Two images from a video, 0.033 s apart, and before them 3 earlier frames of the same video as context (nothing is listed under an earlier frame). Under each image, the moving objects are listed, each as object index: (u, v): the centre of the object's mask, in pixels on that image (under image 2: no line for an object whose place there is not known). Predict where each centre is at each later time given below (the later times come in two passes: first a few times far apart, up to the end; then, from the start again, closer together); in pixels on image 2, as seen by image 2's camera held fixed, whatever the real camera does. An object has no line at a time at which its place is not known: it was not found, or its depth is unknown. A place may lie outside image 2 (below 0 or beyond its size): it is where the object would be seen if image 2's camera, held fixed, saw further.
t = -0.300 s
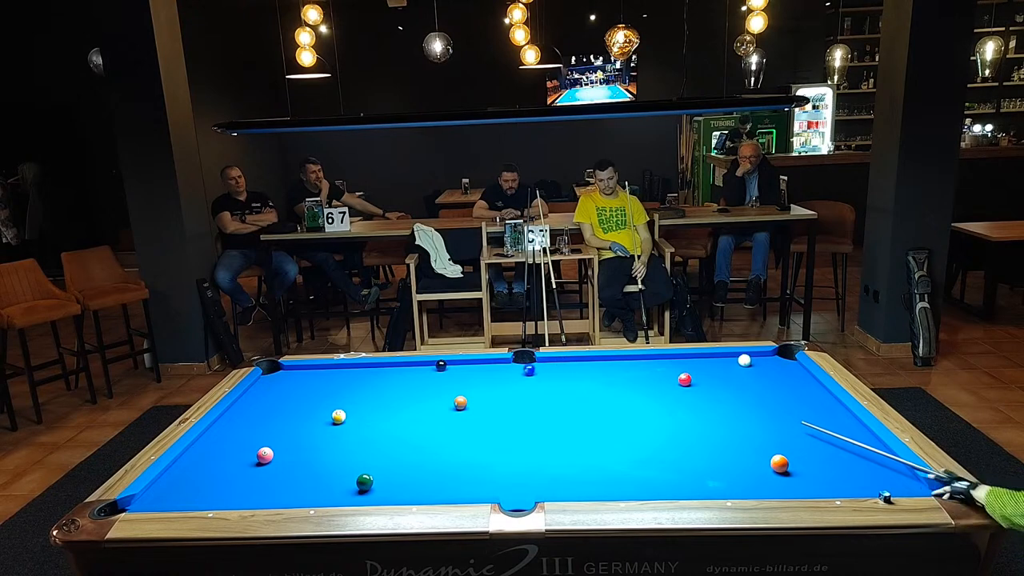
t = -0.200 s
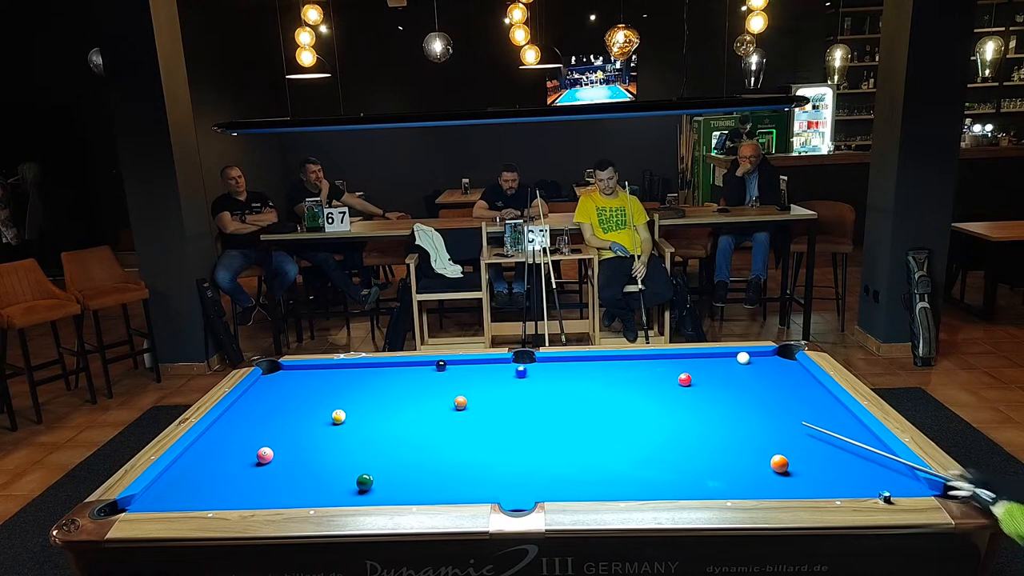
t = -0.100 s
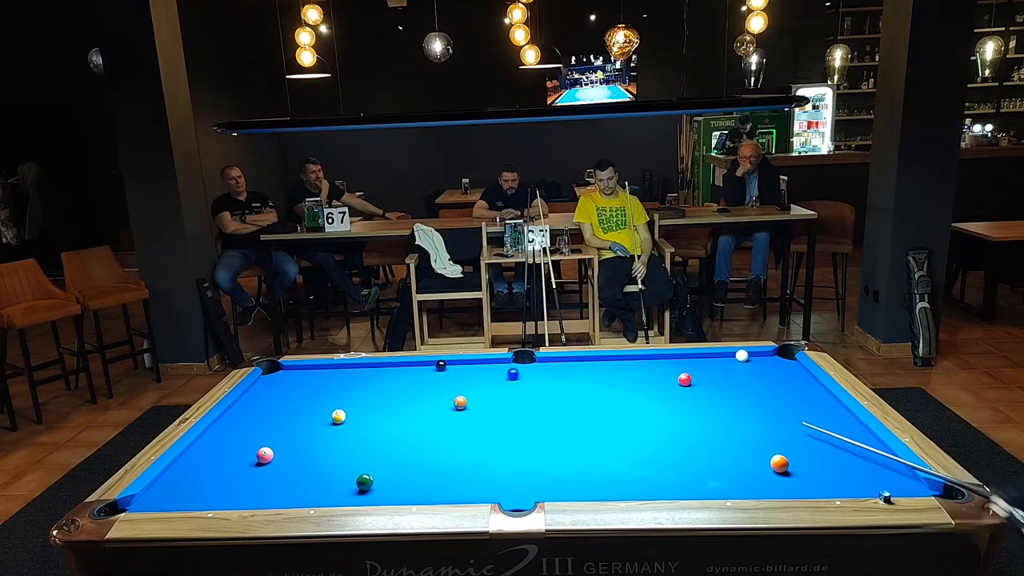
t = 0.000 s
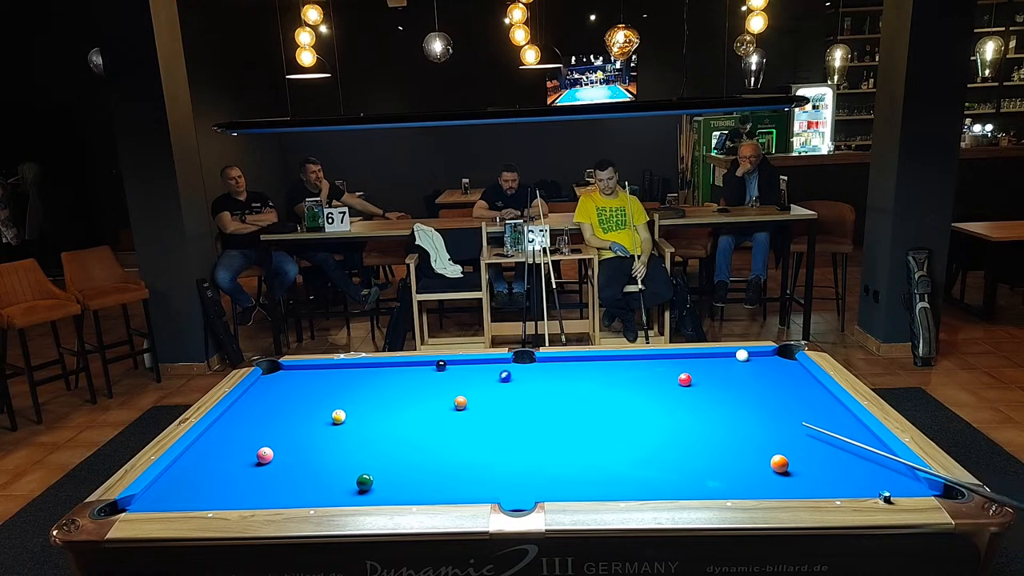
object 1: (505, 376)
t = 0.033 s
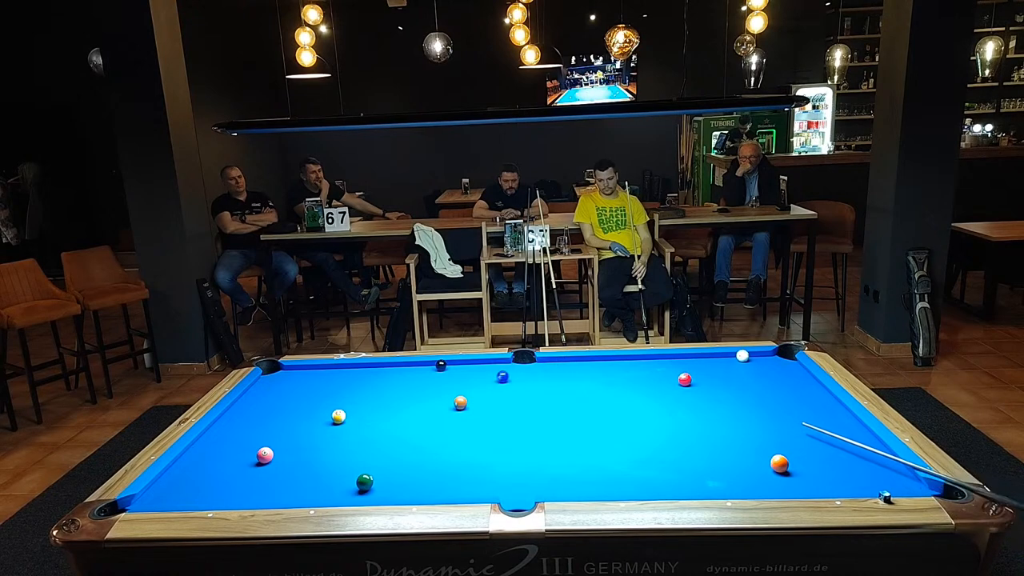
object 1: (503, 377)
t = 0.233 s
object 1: (487, 381)
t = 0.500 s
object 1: (466, 386)
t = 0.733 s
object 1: (449, 391)
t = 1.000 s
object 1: (430, 396)
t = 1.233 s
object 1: (414, 401)
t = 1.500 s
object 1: (395, 406)
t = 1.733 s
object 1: (380, 410)
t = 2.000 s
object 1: (364, 415)
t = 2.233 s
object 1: (351, 418)
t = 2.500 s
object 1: (344, 423)
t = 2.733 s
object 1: (338, 426)
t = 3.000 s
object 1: (332, 430)
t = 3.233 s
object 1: (328, 432)
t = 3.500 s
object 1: (324, 434)
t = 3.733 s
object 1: (321, 436)
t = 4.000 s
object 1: (319, 437)
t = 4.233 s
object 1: (318, 438)
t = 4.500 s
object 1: (318, 438)
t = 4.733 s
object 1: (318, 438)
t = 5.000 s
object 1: (318, 438)
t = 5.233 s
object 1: (318, 438)
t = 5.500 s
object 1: (318, 438)
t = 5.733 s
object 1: (318, 438)
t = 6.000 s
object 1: (318, 438)
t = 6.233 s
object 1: (318, 438)
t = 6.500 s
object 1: (318, 438)
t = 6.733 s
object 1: (318, 438)
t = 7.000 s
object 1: (318, 438)
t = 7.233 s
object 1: (318, 438)
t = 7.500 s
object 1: (318, 438)
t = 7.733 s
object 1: (318, 438)
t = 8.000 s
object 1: (318, 438)
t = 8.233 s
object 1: (318, 438)
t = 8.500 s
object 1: (318, 438)
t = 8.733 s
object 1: (318, 438)
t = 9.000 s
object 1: (318, 438)
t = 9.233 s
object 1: (318, 438)
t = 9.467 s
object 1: (318, 438)
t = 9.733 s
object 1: (318, 438)
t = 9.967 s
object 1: (318, 438)
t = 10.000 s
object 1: (318, 438)
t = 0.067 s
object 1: (500, 377)
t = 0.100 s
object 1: (497, 378)
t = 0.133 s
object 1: (495, 378)
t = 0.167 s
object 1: (492, 379)
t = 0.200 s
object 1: (489, 380)
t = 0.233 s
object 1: (487, 381)
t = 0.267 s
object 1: (484, 381)
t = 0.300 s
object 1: (482, 382)
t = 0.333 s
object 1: (479, 383)
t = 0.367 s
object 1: (476, 384)
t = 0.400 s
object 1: (474, 384)
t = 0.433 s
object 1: (472, 385)
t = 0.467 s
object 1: (469, 386)
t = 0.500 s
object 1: (466, 386)
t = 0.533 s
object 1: (464, 387)
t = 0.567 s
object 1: (461, 388)
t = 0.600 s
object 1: (459, 388)
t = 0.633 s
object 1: (456, 389)
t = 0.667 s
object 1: (454, 390)
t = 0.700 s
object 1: (452, 390)
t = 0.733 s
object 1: (449, 391)
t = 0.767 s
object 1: (447, 392)
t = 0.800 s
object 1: (444, 393)
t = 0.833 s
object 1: (442, 393)
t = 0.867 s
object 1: (439, 394)
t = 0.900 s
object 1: (437, 394)
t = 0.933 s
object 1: (434, 395)
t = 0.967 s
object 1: (432, 396)
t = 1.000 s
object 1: (430, 396)
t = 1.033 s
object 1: (427, 397)
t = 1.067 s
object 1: (425, 398)
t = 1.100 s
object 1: (423, 398)
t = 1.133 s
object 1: (420, 399)
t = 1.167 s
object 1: (418, 400)
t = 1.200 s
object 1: (416, 400)
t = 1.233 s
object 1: (414, 401)
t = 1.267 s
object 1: (411, 401)
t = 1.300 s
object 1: (409, 402)
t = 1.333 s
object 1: (406, 403)
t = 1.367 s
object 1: (404, 403)
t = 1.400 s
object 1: (402, 404)
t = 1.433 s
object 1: (400, 405)
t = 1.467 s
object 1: (398, 405)
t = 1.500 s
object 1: (395, 406)
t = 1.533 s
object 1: (393, 407)
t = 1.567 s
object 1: (391, 407)
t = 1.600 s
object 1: (389, 408)
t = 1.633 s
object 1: (387, 408)
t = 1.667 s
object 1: (385, 409)
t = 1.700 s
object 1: (383, 409)
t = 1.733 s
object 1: (380, 410)
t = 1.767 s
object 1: (378, 411)
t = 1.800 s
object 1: (376, 411)
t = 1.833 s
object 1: (374, 411)
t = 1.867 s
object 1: (372, 412)
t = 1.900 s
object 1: (370, 413)
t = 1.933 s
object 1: (368, 413)
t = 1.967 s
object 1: (366, 414)
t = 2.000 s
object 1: (364, 415)
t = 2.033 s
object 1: (362, 415)
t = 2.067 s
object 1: (360, 416)
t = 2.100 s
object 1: (358, 416)
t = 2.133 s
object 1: (357, 417)
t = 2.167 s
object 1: (355, 417)
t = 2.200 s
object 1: (353, 418)
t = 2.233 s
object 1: (351, 418)
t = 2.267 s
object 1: (350, 419)
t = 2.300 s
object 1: (349, 420)
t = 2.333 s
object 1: (348, 420)
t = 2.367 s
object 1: (347, 421)
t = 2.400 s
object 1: (346, 421)
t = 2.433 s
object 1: (346, 422)
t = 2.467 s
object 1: (345, 422)
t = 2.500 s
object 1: (344, 423)
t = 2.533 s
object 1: (343, 423)
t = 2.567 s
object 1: (342, 424)
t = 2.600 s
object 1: (341, 424)
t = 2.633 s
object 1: (341, 425)
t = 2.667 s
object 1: (340, 425)
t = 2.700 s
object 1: (339, 426)
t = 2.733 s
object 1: (338, 426)
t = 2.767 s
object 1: (337, 427)
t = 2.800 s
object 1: (337, 427)
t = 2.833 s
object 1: (336, 427)
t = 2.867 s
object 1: (335, 428)
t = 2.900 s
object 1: (334, 428)
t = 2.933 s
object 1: (334, 429)
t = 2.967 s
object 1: (333, 429)
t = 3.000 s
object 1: (332, 430)
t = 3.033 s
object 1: (332, 430)
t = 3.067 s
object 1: (331, 430)
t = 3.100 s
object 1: (331, 431)
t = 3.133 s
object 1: (330, 431)
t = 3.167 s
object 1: (329, 431)
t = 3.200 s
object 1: (329, 432)
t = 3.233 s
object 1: (328, 432)
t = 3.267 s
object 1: (328, 432)
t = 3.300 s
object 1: (327, 433)
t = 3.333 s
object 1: (327, 433)
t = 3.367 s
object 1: (326, 433)
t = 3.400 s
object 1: (326, 434)
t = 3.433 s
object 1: (325, 434)
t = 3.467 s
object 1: (325, 434)
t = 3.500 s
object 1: (324, 434)
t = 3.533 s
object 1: (324, 435)
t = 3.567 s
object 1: (323, 435)
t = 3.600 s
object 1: (323, 435)
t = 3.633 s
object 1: (322, 435)
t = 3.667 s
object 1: (322, 436)
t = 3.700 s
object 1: (322, 436)
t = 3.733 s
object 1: (321, 436)
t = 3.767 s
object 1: (321, 436)
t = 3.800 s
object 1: (321, 436)
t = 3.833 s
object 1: (320, 436)
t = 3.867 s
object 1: (320, 437)
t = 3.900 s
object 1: (320, 437)
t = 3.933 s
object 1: (320, 437)
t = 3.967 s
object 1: (320, 437)
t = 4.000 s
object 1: (319, 437)
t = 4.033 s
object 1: (319, 437)
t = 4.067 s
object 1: (319, 437)
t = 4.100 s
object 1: (319, 437)
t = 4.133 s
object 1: (318, 437)
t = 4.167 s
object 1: (318, 438)
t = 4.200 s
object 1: (318, 438)
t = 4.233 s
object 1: (318, 438)
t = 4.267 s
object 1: (318, 438)
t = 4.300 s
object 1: (318, 438)
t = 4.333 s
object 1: (318, 438)
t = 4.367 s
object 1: (318, 438)
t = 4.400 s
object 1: (318, 438)
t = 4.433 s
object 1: (318, 438)
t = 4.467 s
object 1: (318, 438)
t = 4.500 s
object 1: (318, 438)
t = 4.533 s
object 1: (318, 438)
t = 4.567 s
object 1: (318, 438)
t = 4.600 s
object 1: (318, 438)
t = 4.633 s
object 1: (318, 438)
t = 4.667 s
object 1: (318, 438)
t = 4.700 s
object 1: (318, 438)
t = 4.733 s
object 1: (318, 438)
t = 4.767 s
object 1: (318, 438)
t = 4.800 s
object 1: (318, 438)
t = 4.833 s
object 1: (318, 438)
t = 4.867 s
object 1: (318, 438)
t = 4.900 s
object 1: (318, 438)
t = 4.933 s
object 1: (318, 438)
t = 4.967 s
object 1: (318, 438)
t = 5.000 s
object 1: (318, 438)
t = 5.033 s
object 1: (318, 438)
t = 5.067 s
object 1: (318, 438)
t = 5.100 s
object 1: (318, 438)
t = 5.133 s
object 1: (318, 438)
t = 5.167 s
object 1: (318, 438)
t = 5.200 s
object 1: (318, 438)
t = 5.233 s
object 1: (318, 438)
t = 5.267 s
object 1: (318, 438)
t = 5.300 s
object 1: (318, 438)
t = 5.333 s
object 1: (318, 438)
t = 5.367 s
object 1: (318, 438)
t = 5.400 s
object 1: (318, 438)
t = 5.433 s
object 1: (318, 438)
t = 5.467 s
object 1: (318, 438)
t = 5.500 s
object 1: (318, 438)
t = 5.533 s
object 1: (318, 438)
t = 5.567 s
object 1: (318, 438)
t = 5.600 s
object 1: (318, 438)
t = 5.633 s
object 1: (318, 438)
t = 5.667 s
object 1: (318, 438)
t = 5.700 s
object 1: (318, 438)
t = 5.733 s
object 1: (318, 438)
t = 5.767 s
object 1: (318, 438)
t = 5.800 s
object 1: (318, 438)
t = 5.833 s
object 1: (318, 438)
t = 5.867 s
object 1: (318, 438)
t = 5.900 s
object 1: (318, 438)
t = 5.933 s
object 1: (318, 438)
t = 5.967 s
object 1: (318, 438)
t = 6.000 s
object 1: (318, 438)
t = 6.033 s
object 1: (318, 438)
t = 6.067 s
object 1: (318, 438)
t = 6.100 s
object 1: (318, 438)
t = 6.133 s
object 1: (318, 438)
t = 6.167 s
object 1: (318, 438)
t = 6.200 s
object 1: (318, 438)
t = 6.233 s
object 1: (318, 438)
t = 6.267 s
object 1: (318, 438)
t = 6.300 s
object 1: (318, 438)
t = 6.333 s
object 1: (318, 438)
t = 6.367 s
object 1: (318, 438)
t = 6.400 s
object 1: (318, 438)
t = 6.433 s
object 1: (318, 438)
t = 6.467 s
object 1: (318, 438)
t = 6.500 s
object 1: (318, 438)
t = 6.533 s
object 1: (318, 438)
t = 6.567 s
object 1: (318, 438)
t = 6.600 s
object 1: (318, 438)
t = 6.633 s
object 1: (318, 438)
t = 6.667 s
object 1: (318, 438)
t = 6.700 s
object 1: (318, 438)
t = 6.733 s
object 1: (318, 438)
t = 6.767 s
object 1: (318, 438)
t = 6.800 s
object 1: (318, 438)
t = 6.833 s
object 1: (318, 438)
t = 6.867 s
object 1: (318, 438)
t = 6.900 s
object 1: (318, 438)
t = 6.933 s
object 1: (318, 438)
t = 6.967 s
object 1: (318, 438)
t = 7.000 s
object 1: (318, 438)
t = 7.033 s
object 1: (318, 438)
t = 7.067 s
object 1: (318, 438)
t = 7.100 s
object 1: (318, 438)
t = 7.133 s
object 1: (318, 438)
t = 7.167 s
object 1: (318, 438)
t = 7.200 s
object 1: (318, 438)
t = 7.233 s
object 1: (318, 438)
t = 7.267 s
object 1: (318, 438)
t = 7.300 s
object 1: (318, 438)
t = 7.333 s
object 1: (318, 438)
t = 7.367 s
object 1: (318, 438)
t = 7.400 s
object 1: (318, 438)
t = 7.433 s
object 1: (318, 438)
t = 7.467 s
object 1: (318, 438)
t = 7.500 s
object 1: (318, 438)
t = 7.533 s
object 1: (318, 438)
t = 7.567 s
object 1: (318, 438)
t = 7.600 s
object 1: (318, 438)
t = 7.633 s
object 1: (318, 438)
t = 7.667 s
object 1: (318, 438)
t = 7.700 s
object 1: (318, 438)
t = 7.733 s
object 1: (318, 438)
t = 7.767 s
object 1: (318, 438)
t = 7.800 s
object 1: (318, 438)
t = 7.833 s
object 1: (318, 438)
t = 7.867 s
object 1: (318, 438)
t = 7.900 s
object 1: (318, 438)
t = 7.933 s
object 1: (318, 438)
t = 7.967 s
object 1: (318, 438)
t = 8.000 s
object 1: (318, 438)
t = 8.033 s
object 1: (318, 438)
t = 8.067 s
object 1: (318, 438)
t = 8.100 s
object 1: (318, 438)
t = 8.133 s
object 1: (318, 438)
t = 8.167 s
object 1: (318, 438)
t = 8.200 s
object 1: (318, 438)
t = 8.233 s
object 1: (318, 438)
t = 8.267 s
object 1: (318, 438)
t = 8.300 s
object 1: (318, 438)
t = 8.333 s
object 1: (318, 438)
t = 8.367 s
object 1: (318, 438)
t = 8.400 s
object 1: (318, 438)
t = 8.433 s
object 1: (318, 438)
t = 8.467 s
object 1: (318, 438)
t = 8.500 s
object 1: (318, 438)
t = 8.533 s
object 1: (318, 438)
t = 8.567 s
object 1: (318, 438)
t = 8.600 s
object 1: (318, 438)
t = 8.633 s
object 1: (318, 438)
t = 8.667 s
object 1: (318, 438)
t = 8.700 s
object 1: (318, 438)
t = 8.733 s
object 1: (318, 438)
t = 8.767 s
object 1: (318, 438)
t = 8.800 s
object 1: (318, 438)
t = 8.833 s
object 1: (318, 438)
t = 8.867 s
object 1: (318, 438)
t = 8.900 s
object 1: (318, 438)
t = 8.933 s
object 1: (318, 438)
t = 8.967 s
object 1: (318, 438)
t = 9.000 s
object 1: (318, 438)
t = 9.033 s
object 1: (318, 438)
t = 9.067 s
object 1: (318, 438)
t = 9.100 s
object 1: (318, 438)
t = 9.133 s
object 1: (318, 438)
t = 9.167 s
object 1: (318, 438)
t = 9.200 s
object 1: (318, 438)
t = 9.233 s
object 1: (318, 438)
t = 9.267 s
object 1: (318, 438)
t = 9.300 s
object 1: (318, 438)
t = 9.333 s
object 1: (318, 438)
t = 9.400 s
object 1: (318, 438)
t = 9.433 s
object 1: (318, 438)
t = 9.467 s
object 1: (318, 438)
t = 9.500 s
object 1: (318, 438)
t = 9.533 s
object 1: (318, 438)
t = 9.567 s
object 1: (318, 438)
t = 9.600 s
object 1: (318, 438)
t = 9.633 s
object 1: (318, 438)
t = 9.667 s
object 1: (318, 438)
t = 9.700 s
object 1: (318, 438)
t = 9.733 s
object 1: (318, 438)
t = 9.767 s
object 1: (318, 438)
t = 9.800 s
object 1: (318, 438)
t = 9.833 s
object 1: (318, 438)
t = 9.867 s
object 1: (318, 438)
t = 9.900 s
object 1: (318, 438)
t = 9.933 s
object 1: (318, 438)
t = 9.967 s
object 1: (318, 438)
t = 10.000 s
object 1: (318, 438)
